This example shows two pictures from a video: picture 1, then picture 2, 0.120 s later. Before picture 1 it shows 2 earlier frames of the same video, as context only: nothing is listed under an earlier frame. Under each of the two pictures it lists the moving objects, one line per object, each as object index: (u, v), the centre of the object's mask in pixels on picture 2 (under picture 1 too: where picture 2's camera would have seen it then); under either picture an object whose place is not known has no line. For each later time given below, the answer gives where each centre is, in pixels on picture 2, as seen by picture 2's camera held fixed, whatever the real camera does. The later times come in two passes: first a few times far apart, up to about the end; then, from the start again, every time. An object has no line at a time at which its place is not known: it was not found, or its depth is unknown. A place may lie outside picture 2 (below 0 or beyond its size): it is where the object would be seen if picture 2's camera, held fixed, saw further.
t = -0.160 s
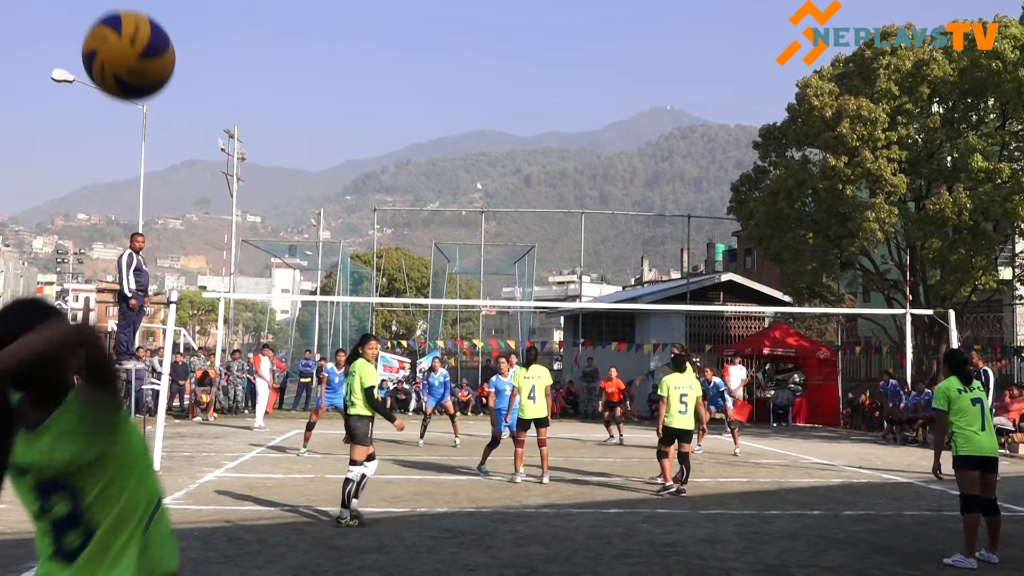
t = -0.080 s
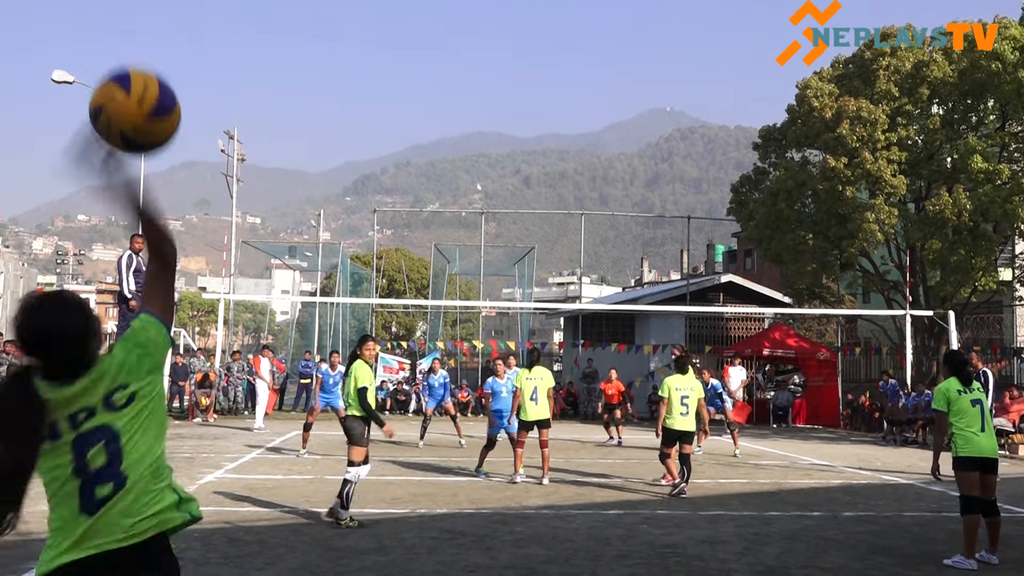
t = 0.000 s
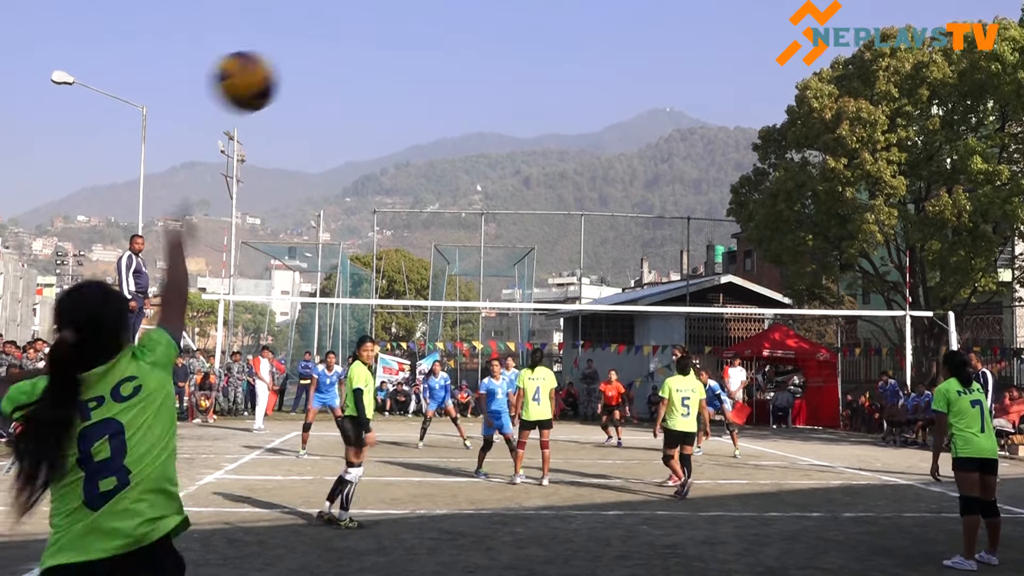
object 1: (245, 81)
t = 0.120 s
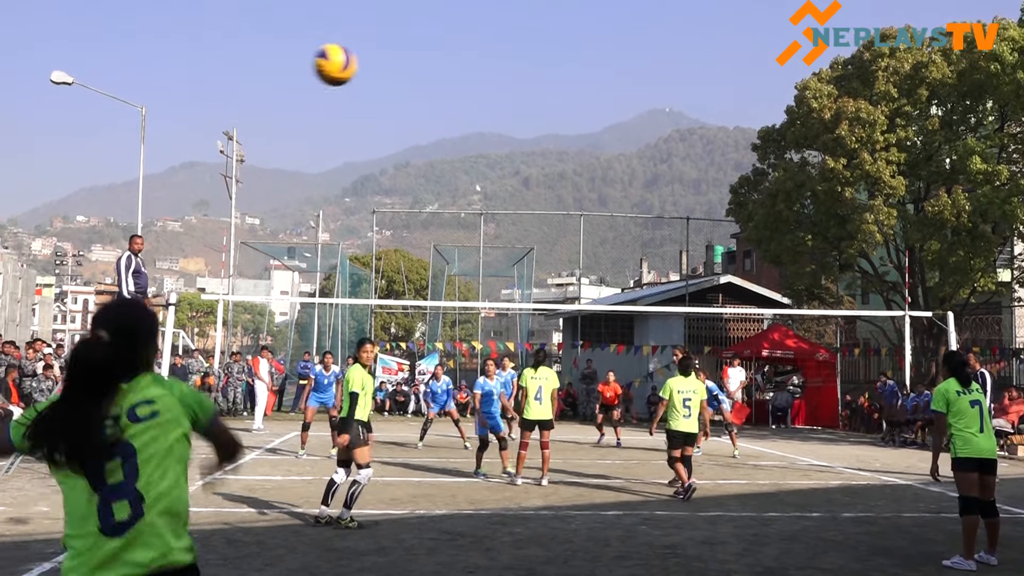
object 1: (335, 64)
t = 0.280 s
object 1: (385, 84)
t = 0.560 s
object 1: (419, 155)
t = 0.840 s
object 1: (434, 245)
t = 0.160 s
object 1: (352, 67)
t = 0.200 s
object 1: (365, 71)
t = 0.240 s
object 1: (376, 77)
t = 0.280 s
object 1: (385, 84)
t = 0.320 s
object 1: (392, 92)
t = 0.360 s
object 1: (398, 101)
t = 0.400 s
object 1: (403, 111)
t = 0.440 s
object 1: (408, 120)
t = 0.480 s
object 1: (412, 131)
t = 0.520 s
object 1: (416, 143)
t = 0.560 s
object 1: (419, 155)
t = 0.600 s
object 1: (422, 167)
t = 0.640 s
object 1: (425, 180)
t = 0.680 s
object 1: (428, 193)
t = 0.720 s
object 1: (430, 206)
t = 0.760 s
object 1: (431, 219)
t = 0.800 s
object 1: (433, 232)
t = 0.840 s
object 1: (434, 245)
